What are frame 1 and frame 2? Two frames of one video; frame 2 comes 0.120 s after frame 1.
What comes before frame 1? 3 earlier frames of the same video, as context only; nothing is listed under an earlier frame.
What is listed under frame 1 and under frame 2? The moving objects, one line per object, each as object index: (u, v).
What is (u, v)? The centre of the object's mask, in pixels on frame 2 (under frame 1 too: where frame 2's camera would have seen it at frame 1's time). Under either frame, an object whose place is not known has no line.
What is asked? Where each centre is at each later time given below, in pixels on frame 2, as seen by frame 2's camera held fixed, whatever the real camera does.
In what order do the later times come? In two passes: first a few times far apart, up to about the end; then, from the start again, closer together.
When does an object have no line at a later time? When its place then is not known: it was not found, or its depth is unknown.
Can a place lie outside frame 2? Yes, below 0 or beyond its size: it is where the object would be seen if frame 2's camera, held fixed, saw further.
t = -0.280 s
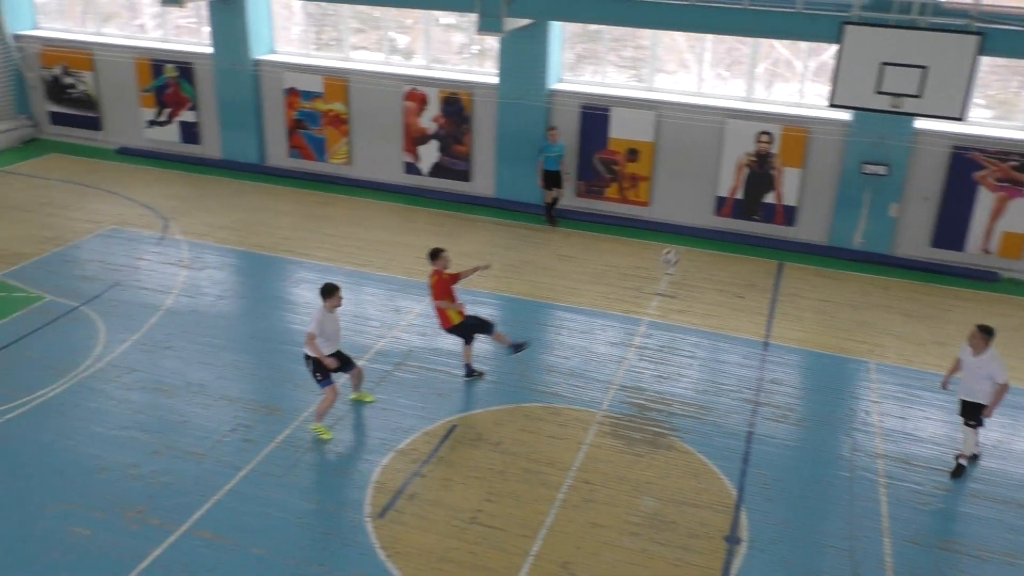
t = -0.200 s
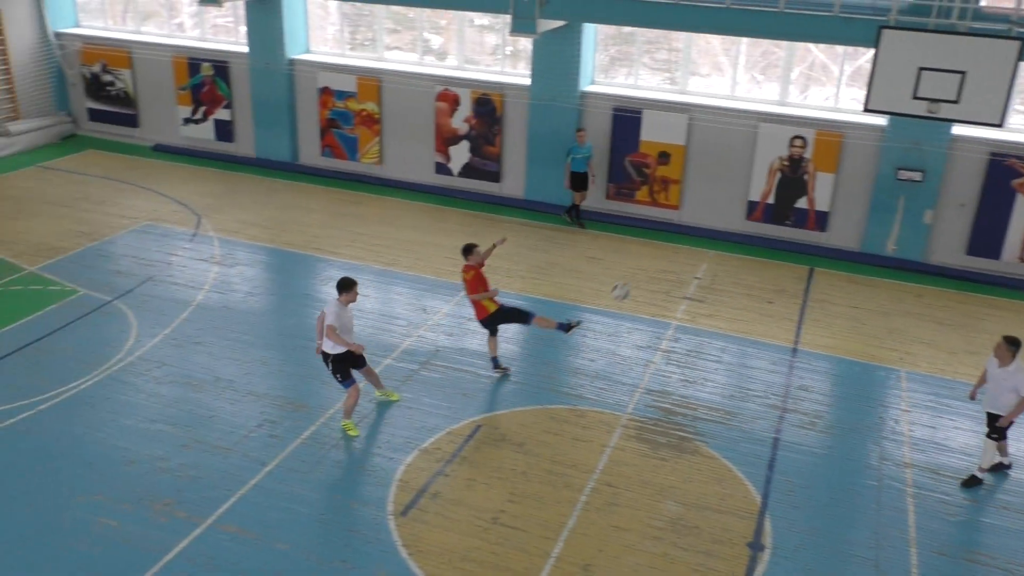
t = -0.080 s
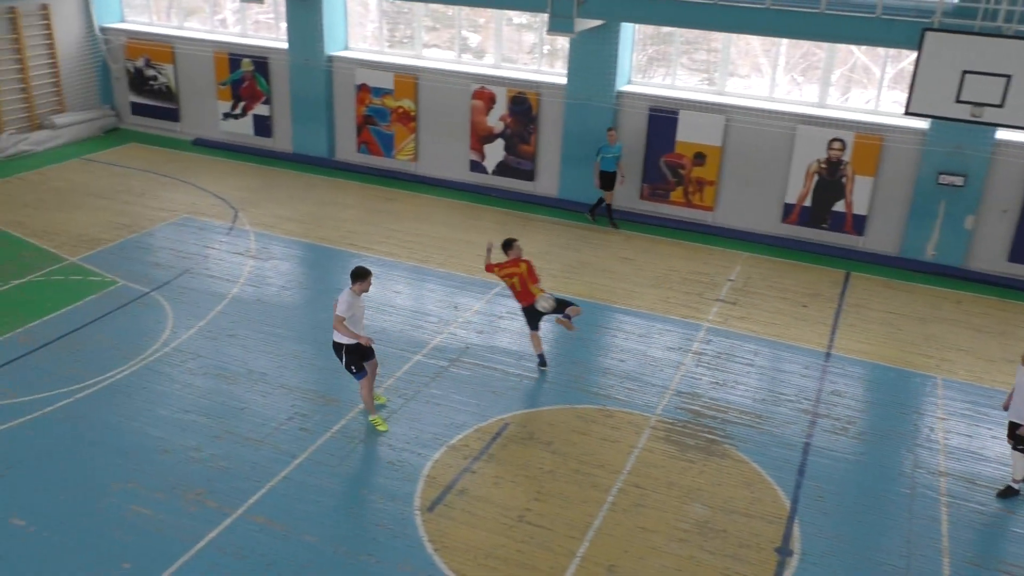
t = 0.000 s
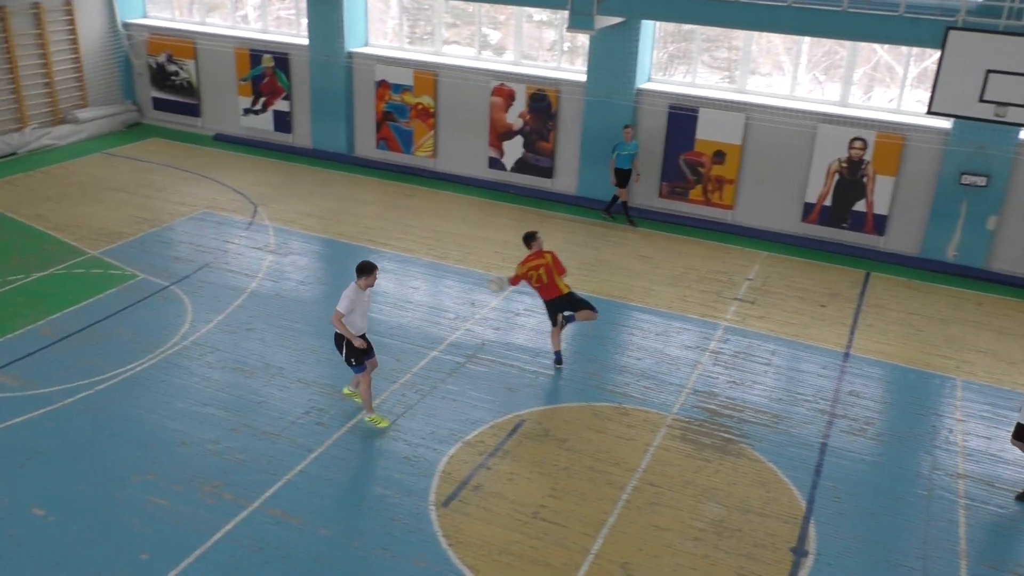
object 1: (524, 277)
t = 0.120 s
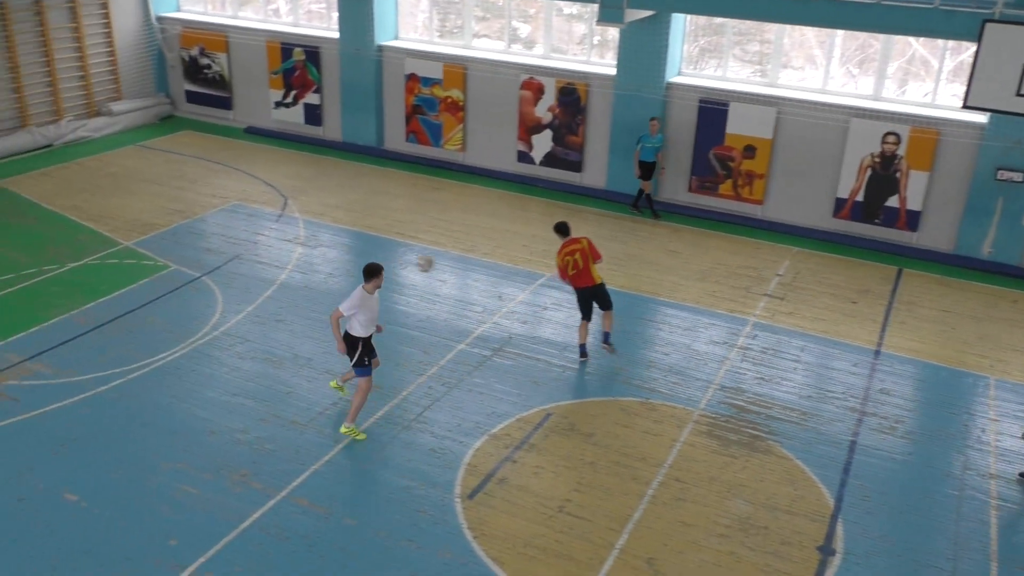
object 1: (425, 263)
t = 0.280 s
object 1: (297, 263)
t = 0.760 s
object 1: (-28, 315)
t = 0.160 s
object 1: (393, 261)
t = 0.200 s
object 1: (361, 260)
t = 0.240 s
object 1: (328, 261)
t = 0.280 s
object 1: (297, 263)
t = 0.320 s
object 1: (266, 267)
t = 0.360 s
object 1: (235, 271)
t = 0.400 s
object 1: (205, 277)
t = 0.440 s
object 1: (175, 285)
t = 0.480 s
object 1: (146, 293)
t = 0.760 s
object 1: (-28, 315)
